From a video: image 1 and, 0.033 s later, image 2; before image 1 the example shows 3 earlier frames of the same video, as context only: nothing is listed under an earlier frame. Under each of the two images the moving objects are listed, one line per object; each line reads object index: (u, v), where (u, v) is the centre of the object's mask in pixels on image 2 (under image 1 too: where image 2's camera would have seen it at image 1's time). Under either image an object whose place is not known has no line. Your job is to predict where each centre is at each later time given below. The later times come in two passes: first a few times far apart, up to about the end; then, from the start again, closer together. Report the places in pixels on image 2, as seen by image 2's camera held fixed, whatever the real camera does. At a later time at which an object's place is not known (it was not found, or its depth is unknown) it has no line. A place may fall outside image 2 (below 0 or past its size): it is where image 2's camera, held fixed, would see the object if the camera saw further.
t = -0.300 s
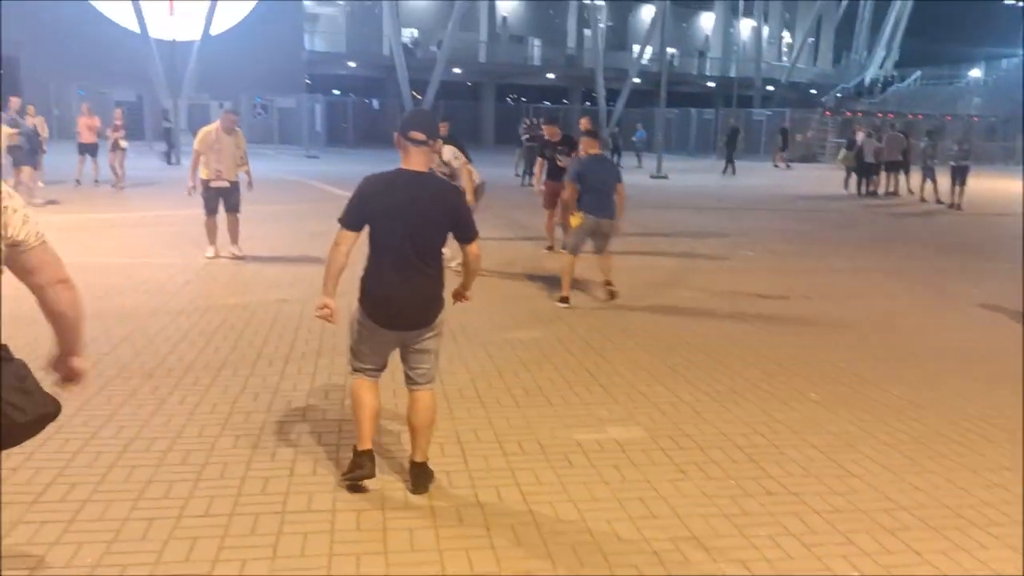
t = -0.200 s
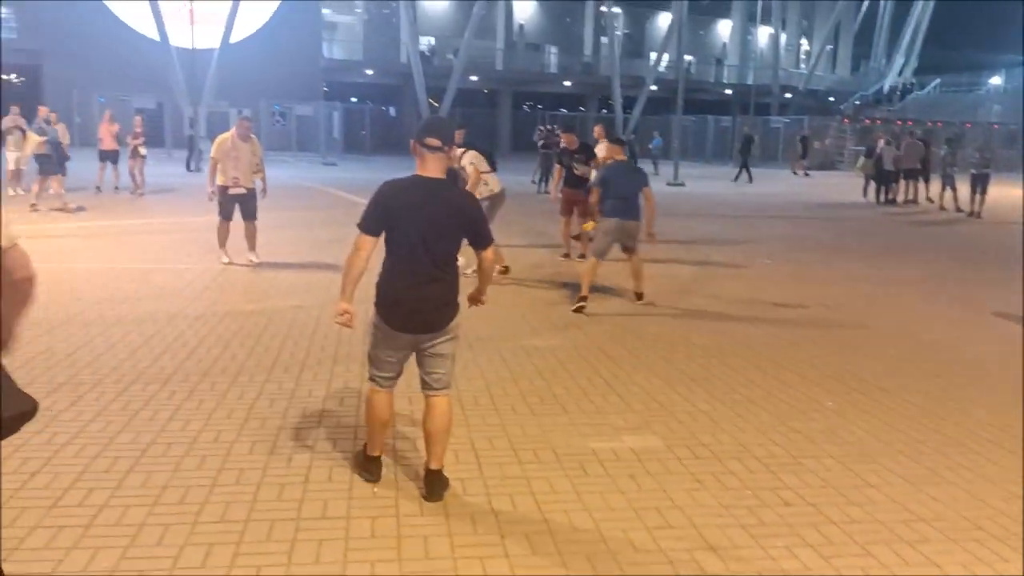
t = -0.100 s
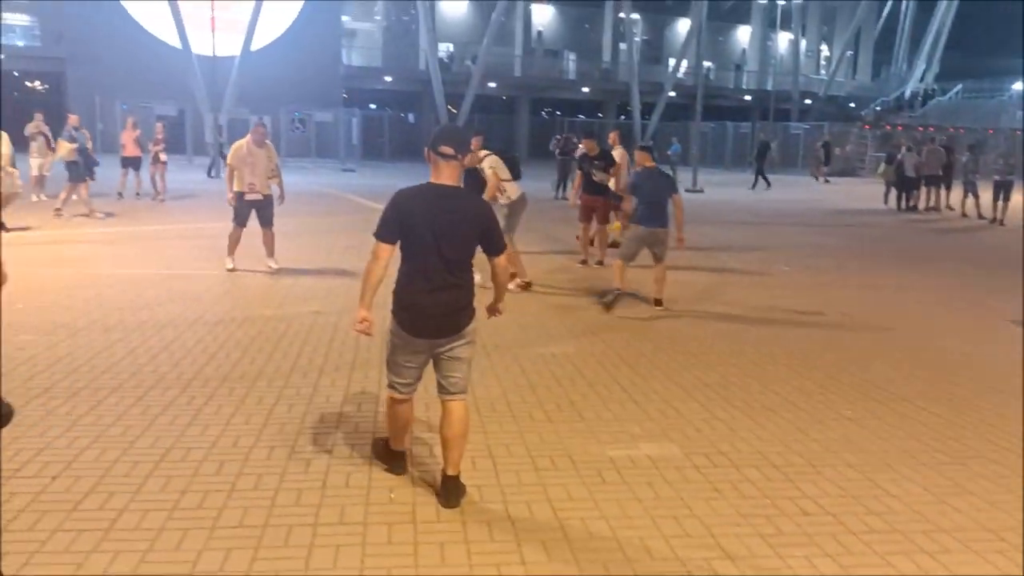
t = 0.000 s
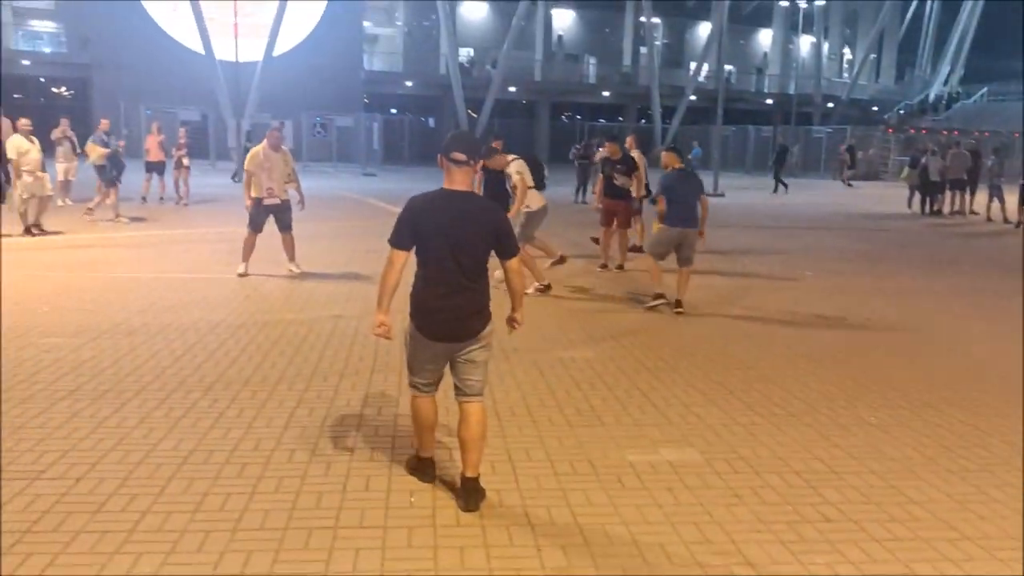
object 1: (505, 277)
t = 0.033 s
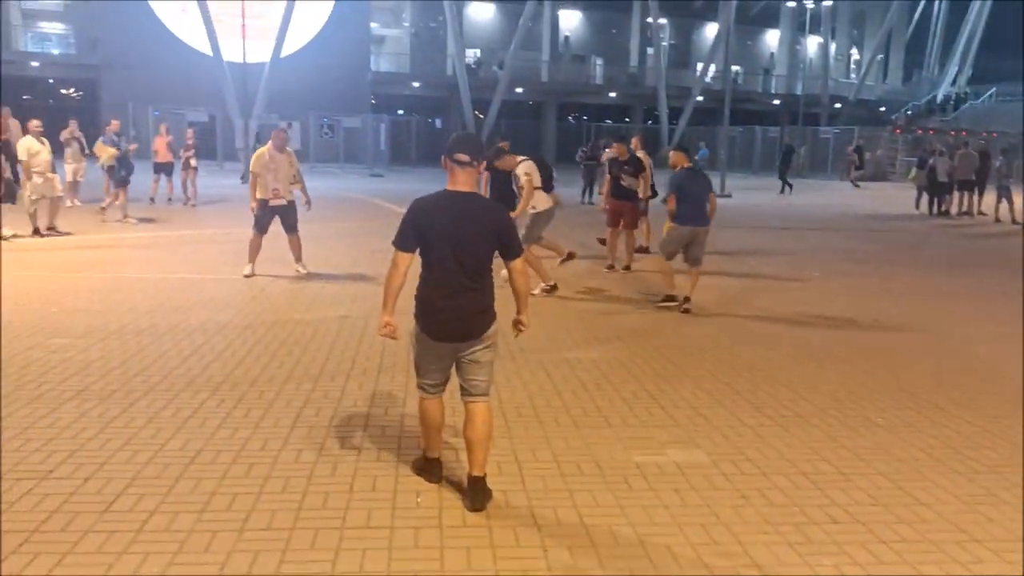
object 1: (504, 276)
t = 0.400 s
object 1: (371, 294)
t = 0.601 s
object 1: (229, 310)
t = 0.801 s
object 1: (74, 336)
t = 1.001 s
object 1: (-82, 358)
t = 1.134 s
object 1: (-208, 366)
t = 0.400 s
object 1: (371, 294)
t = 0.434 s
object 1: (345, 301)
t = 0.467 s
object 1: (320, 309)
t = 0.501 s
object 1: (298, 310)
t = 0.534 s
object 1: (276, 308)
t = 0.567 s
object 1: (252, 308)
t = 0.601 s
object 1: (229, 310)
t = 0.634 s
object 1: (205, 313)
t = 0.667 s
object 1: (179, 315)
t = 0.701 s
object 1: (153, 321)
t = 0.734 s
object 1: (127, 328)
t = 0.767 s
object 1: (99, 337)
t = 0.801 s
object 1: (74, 336)
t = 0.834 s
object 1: (51, 338)
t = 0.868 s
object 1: (26, 340)
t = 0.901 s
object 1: (-1, 343)
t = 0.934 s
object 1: (-26, 348)
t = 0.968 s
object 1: (-53, 354)
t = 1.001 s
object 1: (-82, 358)
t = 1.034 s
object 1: (-112, 358)
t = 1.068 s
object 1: (-143, 359)
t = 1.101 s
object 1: (-174, 363)
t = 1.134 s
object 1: (-208, 366)
